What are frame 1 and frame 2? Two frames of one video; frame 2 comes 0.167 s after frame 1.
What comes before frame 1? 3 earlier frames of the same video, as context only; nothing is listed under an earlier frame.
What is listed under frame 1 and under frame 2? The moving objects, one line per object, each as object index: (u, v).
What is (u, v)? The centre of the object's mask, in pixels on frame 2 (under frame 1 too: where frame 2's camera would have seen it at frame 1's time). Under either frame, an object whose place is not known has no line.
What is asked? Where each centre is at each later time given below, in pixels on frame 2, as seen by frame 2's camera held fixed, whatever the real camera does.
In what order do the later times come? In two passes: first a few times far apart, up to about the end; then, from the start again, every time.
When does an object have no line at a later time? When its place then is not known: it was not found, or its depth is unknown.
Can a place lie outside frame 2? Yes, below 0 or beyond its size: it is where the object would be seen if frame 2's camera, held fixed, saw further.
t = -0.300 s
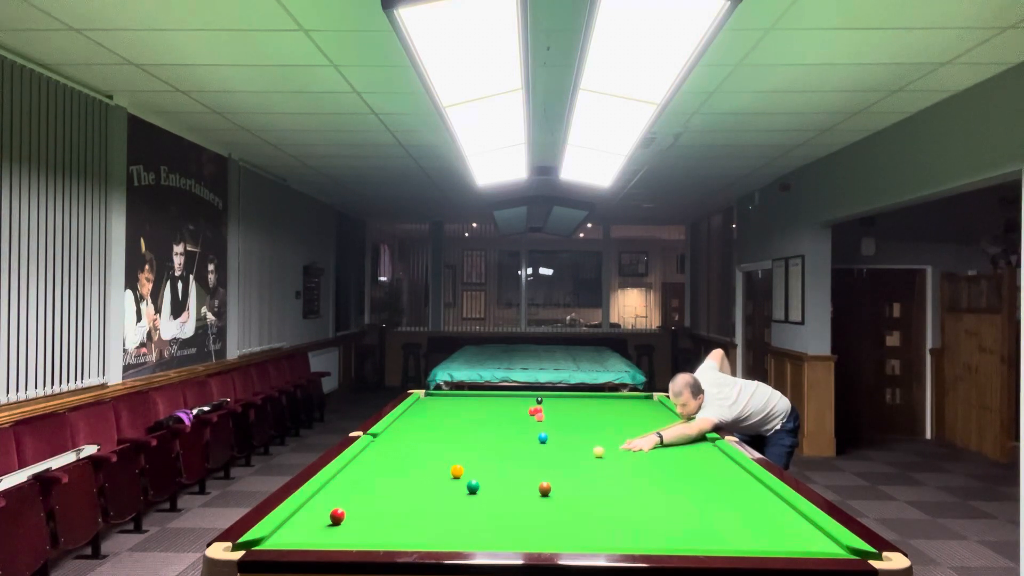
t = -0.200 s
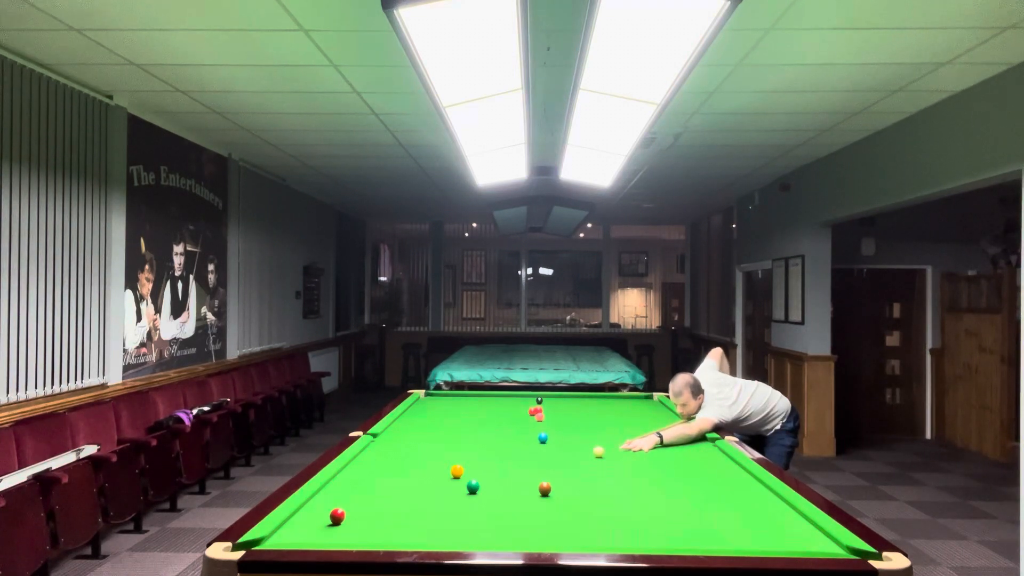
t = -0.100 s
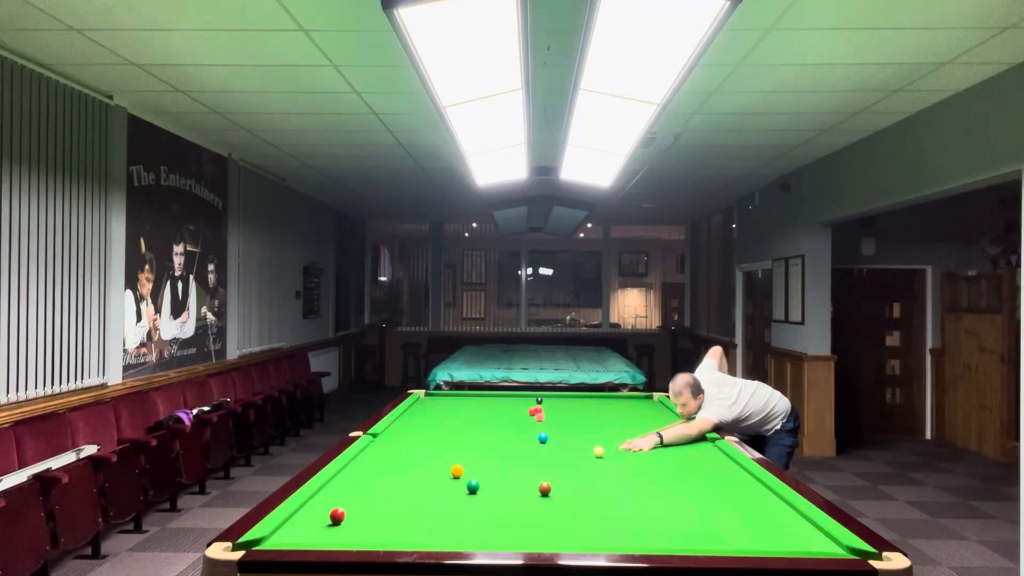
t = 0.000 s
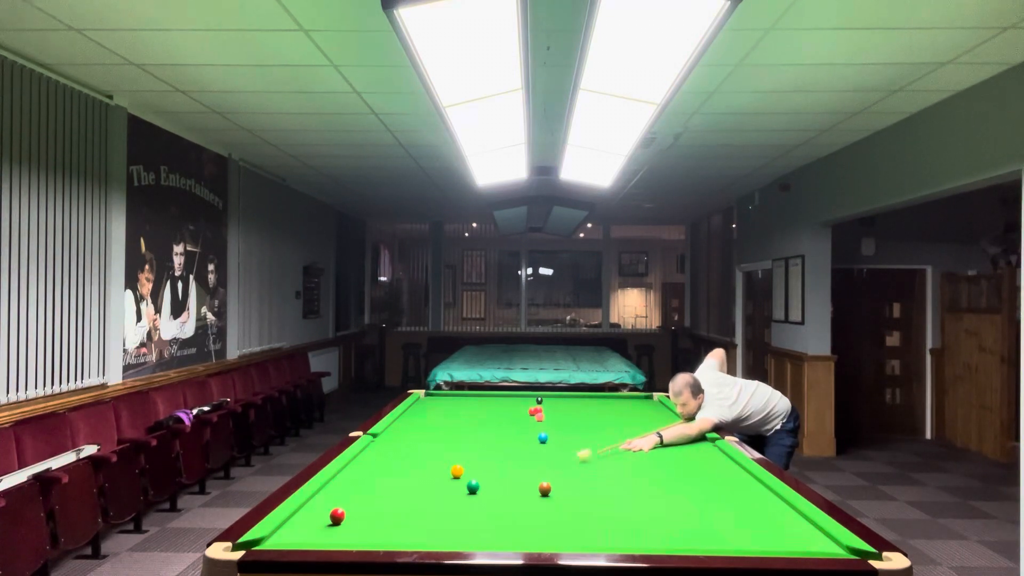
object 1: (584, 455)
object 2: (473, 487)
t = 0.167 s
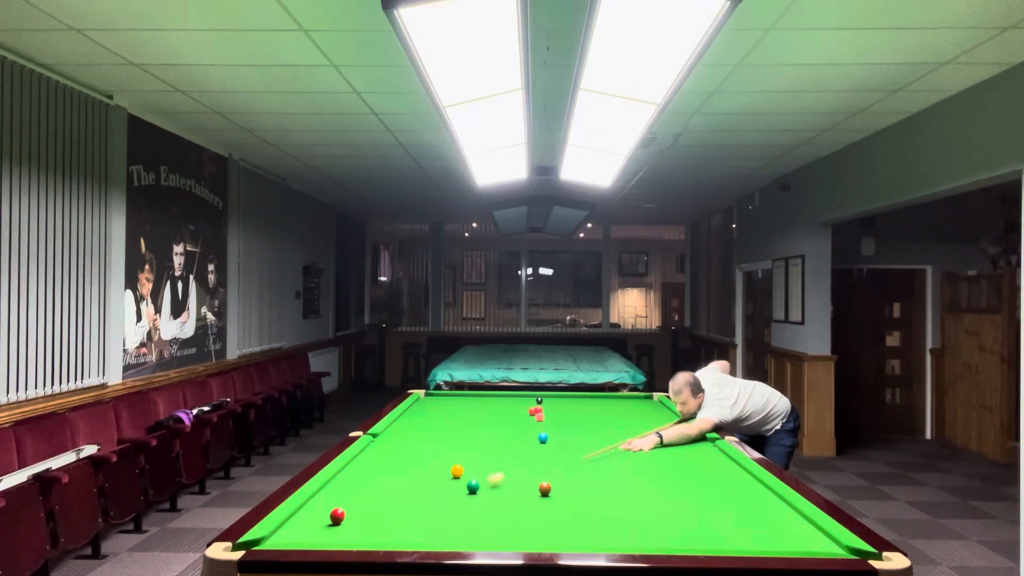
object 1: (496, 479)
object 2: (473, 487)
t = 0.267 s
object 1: (479, 485)
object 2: (426, 500)
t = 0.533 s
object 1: (470, 487)
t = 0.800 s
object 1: (463, 489)
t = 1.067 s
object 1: (457, 491)
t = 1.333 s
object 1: (451, 493)
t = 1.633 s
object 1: (447, 494)
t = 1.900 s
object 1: (444, 495)
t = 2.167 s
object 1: (442, 495)
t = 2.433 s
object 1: (442, 496)
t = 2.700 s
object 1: (442, 496)
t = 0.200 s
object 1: (481, 484)
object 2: (467, 489)
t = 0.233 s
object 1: (480, 484)
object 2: (447, 494)
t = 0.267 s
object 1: (479, 485)
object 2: (426, 500)
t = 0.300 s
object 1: (478, 485)
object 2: (404, 506)
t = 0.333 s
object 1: (477, 485)
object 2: (381, 512)
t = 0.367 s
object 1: (476, 486)
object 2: (357, 520)
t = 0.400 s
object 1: (475, 486)
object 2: (332, 526)
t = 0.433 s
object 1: (474, 486)
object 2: (305, 534)
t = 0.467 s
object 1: (473, 487)
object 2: (278, 538)
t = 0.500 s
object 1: (472, 487)
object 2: (251, 544)
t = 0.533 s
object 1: (470, 487)
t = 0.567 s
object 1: (470, 488)
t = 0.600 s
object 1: (469, 488)
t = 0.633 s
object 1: (468, 488)
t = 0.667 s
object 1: (467, 488)
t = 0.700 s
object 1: (466, 489)
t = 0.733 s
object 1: (465, 489)
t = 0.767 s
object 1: (464, 489)
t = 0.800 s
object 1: (463, 489)
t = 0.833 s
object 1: (462, 490)
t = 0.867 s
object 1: (462, 490)
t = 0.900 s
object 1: (461, 490)
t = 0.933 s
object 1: (460, 490)
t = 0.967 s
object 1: (459, 491)
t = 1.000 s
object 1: (459, 491)
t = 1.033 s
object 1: (457, 491)
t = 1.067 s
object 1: (457, 491)
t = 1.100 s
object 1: (456, 491)
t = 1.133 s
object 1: (455, 492)
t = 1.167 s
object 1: (455, 492)
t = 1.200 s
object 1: (454, 492)
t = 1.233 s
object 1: (454, 492)
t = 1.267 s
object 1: (453, 492)
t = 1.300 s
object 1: (452, 492)
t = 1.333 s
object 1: (451, 493)
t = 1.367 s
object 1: (451, 493)
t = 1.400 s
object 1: (451, 493)
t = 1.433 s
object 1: (450, 493)
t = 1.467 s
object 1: (450, 493)
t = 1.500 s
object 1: (449, 493)
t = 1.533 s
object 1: (448, 494)
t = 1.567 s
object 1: (448, 494)
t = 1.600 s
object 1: (448, 494)
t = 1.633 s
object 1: (447, 494)
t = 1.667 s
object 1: (447, 494)
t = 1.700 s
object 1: (446, 494)
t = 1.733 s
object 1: (446, 494)
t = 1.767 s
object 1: (446, 495)
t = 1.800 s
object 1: (445, 495)
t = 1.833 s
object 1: (445, 495)
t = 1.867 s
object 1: (445, 495)
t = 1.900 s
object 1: (444, 495)
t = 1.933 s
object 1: (444, 495)
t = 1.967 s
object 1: (444, 495)
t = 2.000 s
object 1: (443, 495)
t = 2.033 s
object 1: (443, 495)
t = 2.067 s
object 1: (443, 495)
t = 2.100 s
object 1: (443, 495)
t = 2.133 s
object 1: (443, 495)
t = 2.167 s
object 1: (442, 495)
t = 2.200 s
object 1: (442, 495)
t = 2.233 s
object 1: (442, 495)
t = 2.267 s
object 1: (442, 495)
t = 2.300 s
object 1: (442, 496)
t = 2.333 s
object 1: (442, 496)
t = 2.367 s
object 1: (442, 496)
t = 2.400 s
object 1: (442, 496)
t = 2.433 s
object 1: (442, 496)
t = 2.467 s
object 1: (442, 496)
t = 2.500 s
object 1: (442, 496)
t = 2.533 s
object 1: (442, 496)
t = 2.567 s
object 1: (442, 496)
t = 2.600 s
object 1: (442, 496)
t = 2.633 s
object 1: (442, 496)
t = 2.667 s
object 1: (442, 496)
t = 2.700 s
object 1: (442, 496)
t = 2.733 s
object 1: (442, 496)
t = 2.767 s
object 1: (442, 496)
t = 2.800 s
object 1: (442, 496)
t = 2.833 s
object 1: (442, 496)
